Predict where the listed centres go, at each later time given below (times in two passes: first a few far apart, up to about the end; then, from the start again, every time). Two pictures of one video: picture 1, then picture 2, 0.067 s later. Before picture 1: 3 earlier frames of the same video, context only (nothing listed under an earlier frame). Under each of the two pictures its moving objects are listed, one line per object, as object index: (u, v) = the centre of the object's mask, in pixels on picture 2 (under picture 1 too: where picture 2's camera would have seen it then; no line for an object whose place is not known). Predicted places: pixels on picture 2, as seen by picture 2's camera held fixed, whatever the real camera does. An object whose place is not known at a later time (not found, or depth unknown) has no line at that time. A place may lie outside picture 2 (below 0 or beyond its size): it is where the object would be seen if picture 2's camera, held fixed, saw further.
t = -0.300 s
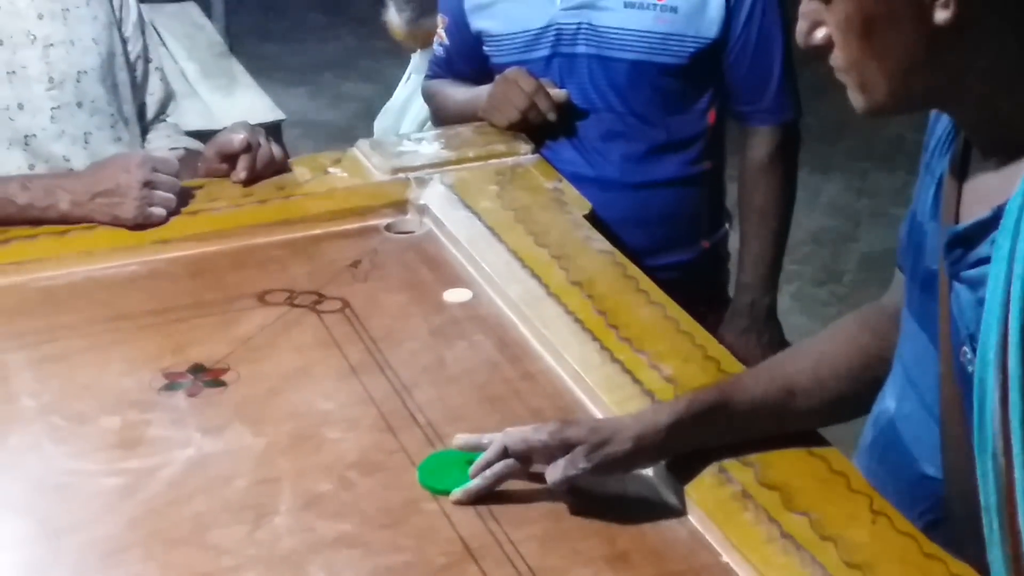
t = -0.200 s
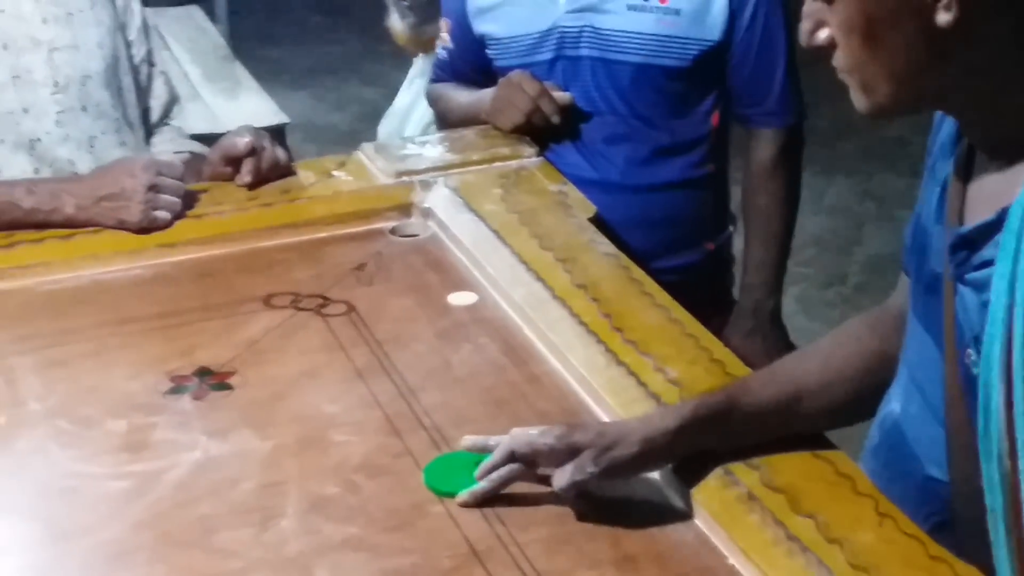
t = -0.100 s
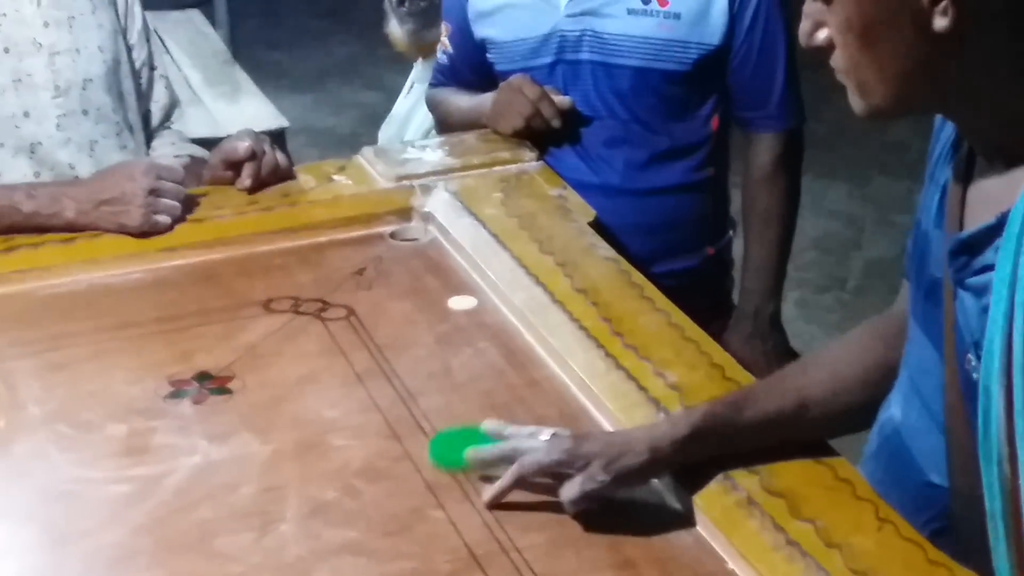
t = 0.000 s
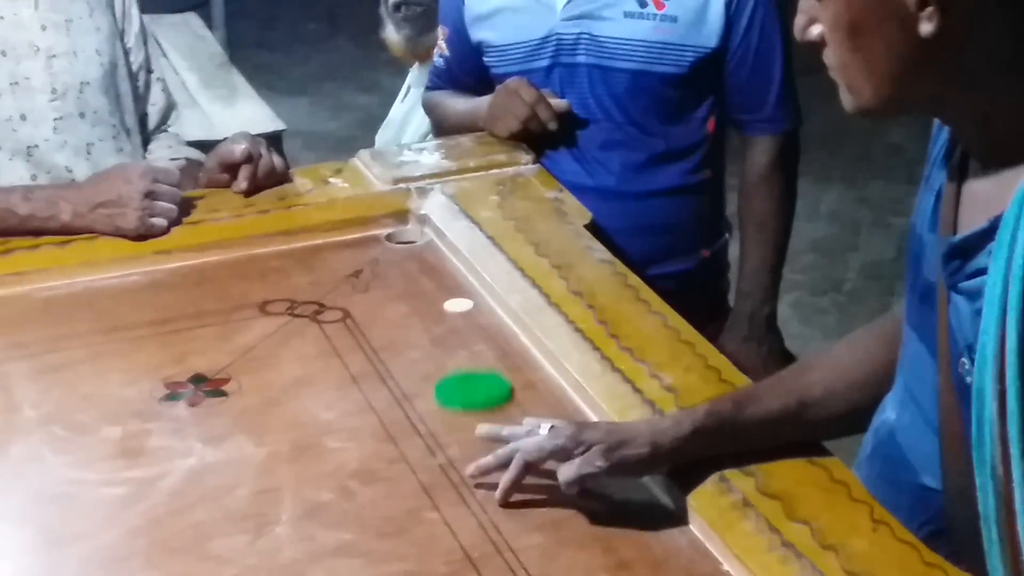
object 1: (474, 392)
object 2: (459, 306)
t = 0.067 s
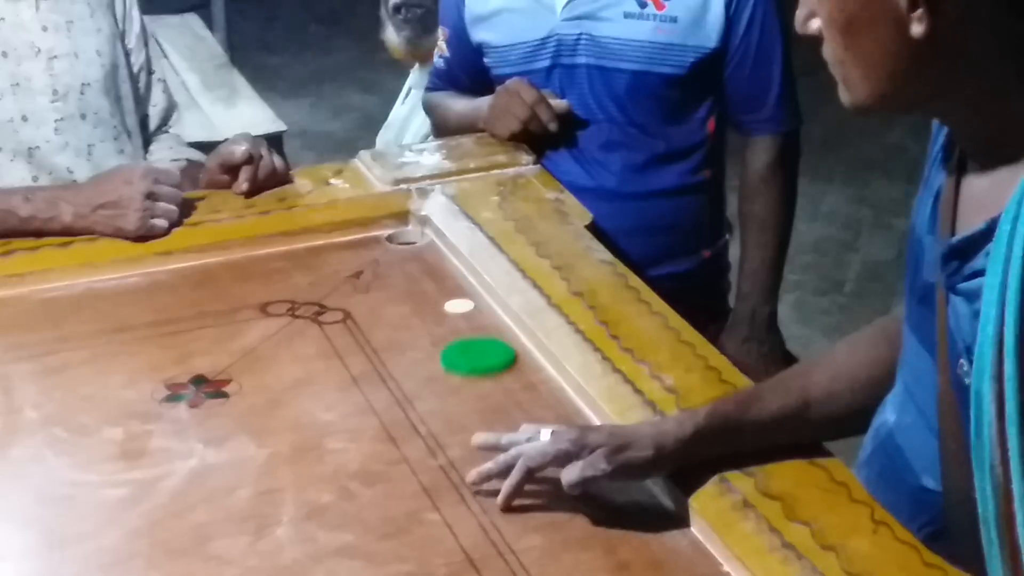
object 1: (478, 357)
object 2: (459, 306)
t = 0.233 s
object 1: (417, 302)
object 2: (434, 261)
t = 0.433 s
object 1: (320, 259)
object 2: (405, 239)
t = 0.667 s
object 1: (290, 300)
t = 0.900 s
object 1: (266, 348)
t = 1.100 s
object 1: (244, 389)
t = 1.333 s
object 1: (219, 433)
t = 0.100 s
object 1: (480, 340)
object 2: (459, 306)
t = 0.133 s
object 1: (471, 327)
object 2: (459, 305)
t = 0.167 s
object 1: (452, 318)
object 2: (451, 292)
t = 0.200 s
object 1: (434, 309)
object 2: (442, 276)
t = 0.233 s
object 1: (417, 302)
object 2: (434, 261)
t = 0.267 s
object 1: (400, 293)
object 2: (426, 247)
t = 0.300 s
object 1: (383, 286)
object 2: (410, 235)
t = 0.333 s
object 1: (366, 279)
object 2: (405, 236)
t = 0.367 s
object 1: (351, 272)
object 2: (407, 238)
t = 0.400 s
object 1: (335, 265)
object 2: (407, 238)
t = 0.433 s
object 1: (320, 259)
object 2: (405, 239)
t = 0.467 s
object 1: (309, 256)
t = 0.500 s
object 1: (306, 264)
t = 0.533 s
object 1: (303, 271)
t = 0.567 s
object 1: (300, 278)
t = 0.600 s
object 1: (296, 285)
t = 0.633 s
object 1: (293, 292)
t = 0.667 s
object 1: (290, 300)
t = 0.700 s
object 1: (286, 307)
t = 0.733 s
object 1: (283, 313)
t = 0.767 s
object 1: (280, 321)
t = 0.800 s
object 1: (276, 328)
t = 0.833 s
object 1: (273, 334)
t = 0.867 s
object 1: (269, 342)
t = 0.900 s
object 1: (266, 348)
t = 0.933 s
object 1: (263, 355)
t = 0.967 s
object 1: (259, 362)
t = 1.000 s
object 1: (255, 368)
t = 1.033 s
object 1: (252, 375)
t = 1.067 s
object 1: (247, 382)
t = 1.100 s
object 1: (244, 389)
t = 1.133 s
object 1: (240, 396)
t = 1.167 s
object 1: (237, 402)
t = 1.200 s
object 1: (233, 409)
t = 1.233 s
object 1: (229, 415)
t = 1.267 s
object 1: (226, 420)
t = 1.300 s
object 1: (223, 427)
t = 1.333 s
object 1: (219, 433)
